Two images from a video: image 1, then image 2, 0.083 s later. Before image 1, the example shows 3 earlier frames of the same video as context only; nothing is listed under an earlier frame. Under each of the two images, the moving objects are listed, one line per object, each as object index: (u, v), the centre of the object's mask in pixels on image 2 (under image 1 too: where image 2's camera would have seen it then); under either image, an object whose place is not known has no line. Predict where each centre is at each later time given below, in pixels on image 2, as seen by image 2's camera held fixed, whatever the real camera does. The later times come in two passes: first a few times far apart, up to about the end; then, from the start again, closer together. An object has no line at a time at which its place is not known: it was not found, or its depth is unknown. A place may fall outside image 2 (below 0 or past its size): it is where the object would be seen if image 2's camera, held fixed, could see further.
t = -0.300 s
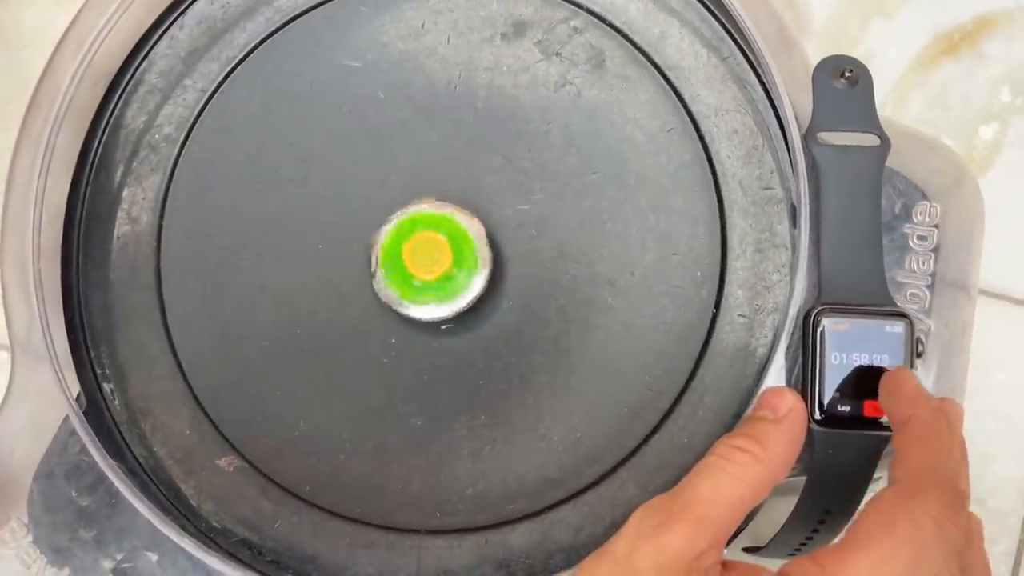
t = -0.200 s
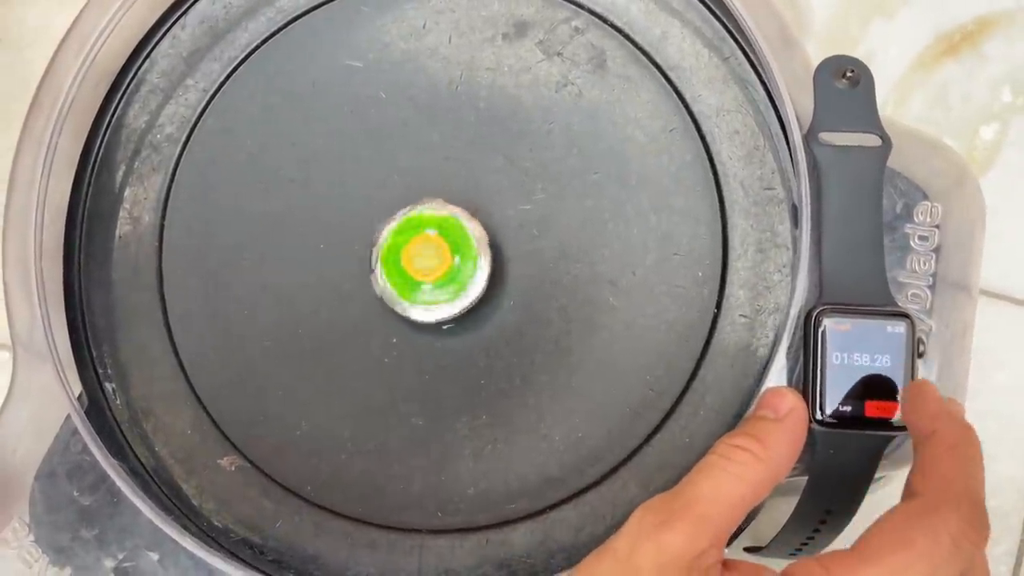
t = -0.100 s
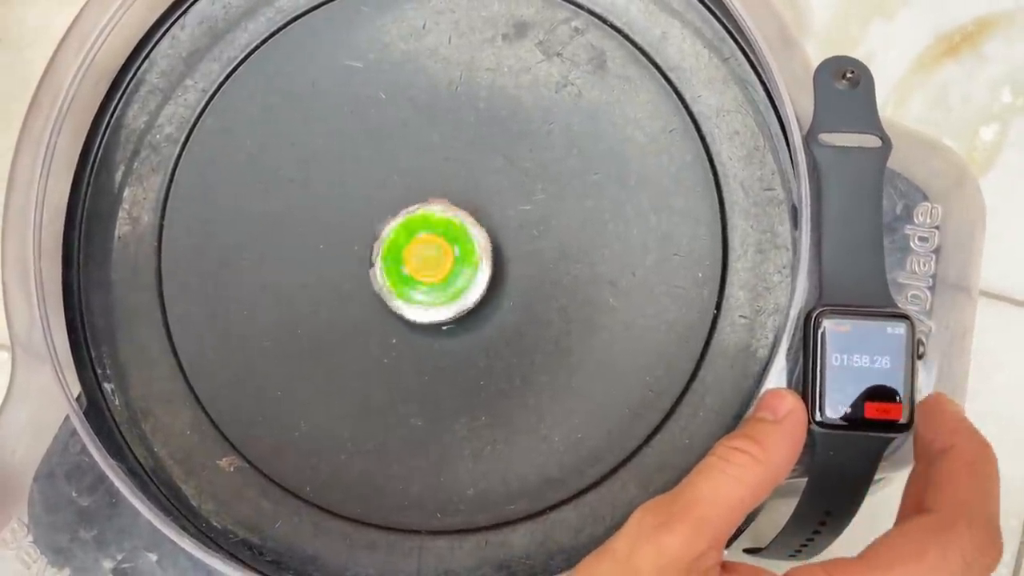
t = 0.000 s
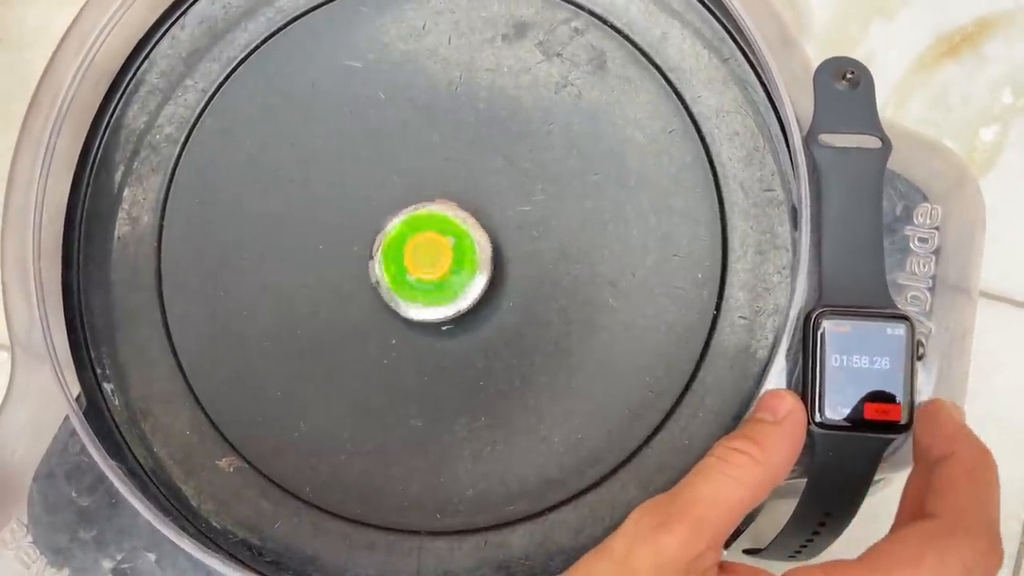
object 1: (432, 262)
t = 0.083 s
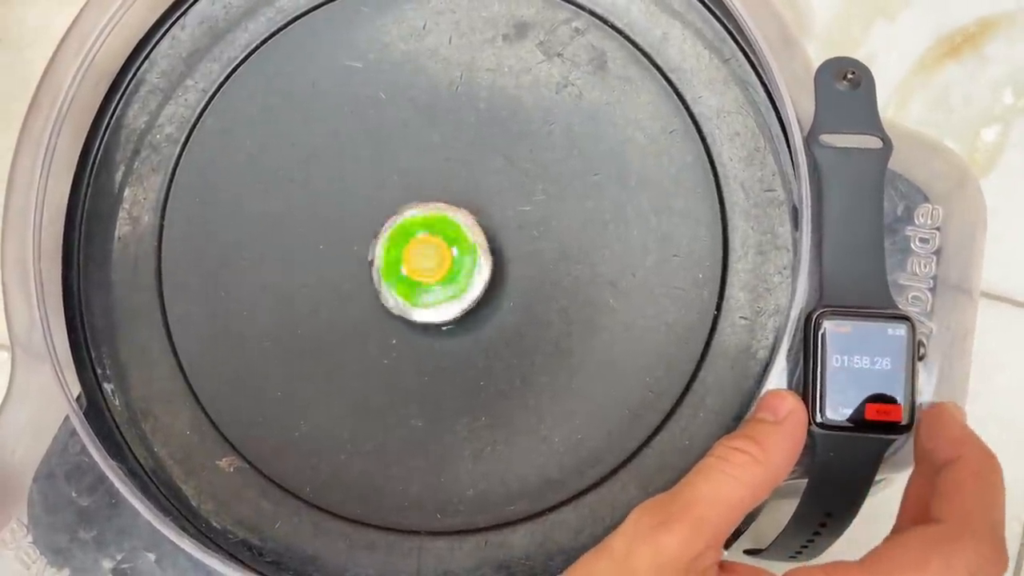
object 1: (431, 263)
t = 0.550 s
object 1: (431, 262)
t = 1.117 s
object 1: (431, 263)
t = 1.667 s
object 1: (429, 262)
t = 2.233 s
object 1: (429, 259)
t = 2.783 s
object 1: (425, 265)
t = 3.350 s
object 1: (435, 258)
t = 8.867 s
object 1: (454, 269)
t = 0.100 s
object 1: (431, 262)
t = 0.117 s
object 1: (431, 262)
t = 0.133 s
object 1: (431, 262)
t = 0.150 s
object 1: (432, 262)
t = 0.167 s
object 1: (432, 263)
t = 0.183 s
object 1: (432, 263)
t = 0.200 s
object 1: (431, 263)
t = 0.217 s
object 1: (431, 263)
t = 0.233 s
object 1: (430, 263)
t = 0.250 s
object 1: (430, 262)
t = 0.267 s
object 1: (431, 262)
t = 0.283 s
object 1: (431, 261)
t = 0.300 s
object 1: (432, 262)
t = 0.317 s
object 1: (432, 263)
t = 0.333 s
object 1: (432, 263)
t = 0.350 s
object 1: (431, 263)
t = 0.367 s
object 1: (431, 263)
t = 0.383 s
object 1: (430, 263)
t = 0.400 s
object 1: (431, 262)
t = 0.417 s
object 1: (431, 262)
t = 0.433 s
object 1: (432, 262)
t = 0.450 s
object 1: (432, 262)
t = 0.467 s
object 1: (432, 263)
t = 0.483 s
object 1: (431, 263)
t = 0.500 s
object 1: (431, 263)
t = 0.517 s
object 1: (431, 263)
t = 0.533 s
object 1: (430, 263)
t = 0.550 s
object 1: (431, 262)
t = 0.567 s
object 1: (431, 262)
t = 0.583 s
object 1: (431, 262)
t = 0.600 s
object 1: (432, 262)
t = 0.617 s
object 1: (432, 263)
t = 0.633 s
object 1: (431, 263)
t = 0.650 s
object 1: (431, 263)
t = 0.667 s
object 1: (430, 263)
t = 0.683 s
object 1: (430, 262)
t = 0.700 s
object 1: (431, 262)
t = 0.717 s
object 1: (431, 261)
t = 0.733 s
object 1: (432, 261)
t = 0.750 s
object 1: (432, 262)
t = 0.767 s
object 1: (432, 263)
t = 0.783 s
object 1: (431, 263)
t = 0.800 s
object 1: (431, 263)
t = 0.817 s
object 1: (431, 263)
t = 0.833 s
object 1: (431, 263)
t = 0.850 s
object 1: (431, 262)
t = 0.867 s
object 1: (431, 262)
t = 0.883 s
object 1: (432, 262)
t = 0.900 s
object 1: (432, 262)
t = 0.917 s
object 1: (432, 263)
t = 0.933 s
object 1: (431, 263)
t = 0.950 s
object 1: (431, 263)
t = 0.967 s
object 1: (430, 263)
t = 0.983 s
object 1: (431, 263)
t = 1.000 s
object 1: (431, 262)
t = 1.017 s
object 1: (431, 261)
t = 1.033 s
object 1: (432, 262)
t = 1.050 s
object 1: (432, 262)
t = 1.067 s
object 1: (432, 262)
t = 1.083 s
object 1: (431, 263)
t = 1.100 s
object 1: (431, 263)
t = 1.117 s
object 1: (431, 263)
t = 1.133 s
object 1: (431, 262)
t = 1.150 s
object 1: (431, 262)
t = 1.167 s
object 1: (432, 262)
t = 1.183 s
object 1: (432, 262)
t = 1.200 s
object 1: (432, 262)
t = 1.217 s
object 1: (432, 263)
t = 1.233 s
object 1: (432, 264)
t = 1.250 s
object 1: (431, 264)
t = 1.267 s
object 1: (431, 263)
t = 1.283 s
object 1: (431, 263)
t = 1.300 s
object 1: (431, 263)
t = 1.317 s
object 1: (431, 262)
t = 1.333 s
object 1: (431, 263)
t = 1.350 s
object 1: (431, 263)
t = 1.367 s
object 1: (431, 263)
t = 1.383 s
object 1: (430, 264)
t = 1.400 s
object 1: (430, 264)
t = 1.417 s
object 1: (430, 263)
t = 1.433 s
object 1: (430, 263)
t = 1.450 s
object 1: (430, 262)
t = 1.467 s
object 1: (430, 262)
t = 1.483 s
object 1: (431, 263)
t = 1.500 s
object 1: (431, 263)
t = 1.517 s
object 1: (430, 264)
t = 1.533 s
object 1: (430, 265)
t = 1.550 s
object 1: (429, 265)
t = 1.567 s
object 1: (429, 264)
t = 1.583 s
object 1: (428, 264)
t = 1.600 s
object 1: (429, 263)
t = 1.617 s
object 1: (429, 263)
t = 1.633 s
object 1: (429, 262)
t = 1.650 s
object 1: (430, 262)
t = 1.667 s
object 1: (429, 262)
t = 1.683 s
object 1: (429, 262)
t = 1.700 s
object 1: (429, 262)
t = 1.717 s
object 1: (428, 262)
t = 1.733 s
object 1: (429, 262)
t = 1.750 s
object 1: (429, 262)
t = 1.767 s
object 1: (429, 262)
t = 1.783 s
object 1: (429, 262)
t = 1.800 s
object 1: (428, 263)
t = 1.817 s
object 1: (427, 263)
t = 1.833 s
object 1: (426, 263)
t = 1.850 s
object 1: (426, 262)
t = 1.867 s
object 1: (426, 261)
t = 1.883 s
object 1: (426, 260)
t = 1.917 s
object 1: (428, 259)
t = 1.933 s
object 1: (428, 259)
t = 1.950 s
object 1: (429, 260)
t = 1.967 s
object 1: (429, 261)
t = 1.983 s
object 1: (429, 262)
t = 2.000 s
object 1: (429, 263)
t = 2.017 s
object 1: (428, 264)
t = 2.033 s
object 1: (428, 264)
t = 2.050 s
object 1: (427, 264)
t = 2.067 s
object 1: (427, 265)
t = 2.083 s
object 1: (427, 264)
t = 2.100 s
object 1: (427, 265)
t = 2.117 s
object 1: (426, 264)
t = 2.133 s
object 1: (425, 264)
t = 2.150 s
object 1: (425, 264)
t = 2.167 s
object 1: (425, 262)
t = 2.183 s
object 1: (425, 261)
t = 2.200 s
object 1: (426, 260)
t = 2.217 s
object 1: (428, 259)
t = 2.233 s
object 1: (429, 259)
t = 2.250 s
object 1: (431, 259)
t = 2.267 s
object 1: (432, 259)
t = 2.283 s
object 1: (432, 260)
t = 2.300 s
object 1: (432, 261)
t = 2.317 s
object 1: (432, 262)
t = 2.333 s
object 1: (432, 263)
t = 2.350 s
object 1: (432, 264)
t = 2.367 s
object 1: (431, 265)
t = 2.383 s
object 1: (431, 266)
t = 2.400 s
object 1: (430, 267)
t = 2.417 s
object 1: (428, 268)
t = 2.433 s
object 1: (427, 268)
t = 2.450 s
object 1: (426, 268)
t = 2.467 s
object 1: (425, 267)
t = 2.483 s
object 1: (425, 265)
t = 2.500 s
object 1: (425, 263)
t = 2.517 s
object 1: (425, 261)
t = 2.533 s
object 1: (426, 260)
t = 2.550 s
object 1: (427, 259)
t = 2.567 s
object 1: (428, 259)
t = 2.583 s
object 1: (429, 259)
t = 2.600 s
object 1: (430, 259)
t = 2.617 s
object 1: (431, 260)
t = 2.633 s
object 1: (432, 260)
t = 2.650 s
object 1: (433, 260)
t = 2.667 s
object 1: (433, 261)
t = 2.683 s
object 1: (433, 262)
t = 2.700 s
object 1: (433, 263)
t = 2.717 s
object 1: (432, 265)
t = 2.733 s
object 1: (430, 266)
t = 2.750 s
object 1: (429, 266)
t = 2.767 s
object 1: (427, 266)
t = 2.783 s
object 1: (425, 265)
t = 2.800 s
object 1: (425, 265)
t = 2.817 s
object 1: (425, 264)
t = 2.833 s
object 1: (424, 262)
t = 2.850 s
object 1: (425, 262)
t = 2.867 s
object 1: (425, 261)
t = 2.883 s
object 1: (425, 260)
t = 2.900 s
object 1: (426, 259)
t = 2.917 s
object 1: (426, 259)
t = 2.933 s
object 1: (427, 258)
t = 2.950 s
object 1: (428, 257)
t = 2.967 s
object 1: (429, 257)
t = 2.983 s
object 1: (431, 258)
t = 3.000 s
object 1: (432, 258)
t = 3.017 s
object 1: (433, 260)
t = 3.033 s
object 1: (433, 262)
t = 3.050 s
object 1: (433, 264)
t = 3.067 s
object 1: (432, 265)
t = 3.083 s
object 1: (431, 266)
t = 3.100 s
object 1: (430, 267)
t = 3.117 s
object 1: (428, 267)
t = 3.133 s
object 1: (427, 267)
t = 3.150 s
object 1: (426, 268)
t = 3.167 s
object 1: (426, 267)
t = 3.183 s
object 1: (424, 266)
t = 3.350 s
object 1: (435, 258)
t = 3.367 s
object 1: (436, 259)
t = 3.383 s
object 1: (437, 260)
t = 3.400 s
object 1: (438, 261)
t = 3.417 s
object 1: (438, 263)
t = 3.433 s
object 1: (437, 265)
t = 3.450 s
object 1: (436, 267)
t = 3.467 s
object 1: (434, 269)
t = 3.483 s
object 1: (431, 271)
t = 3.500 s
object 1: (428, 272)
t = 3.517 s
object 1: (426, 271)
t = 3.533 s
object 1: (424, 270)
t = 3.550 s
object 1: (423, 268)
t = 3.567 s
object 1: (422, 267)
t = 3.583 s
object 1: (421, 265)
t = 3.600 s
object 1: (421, 262)
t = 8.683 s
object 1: (453, 268)
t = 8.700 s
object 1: (454, 268)
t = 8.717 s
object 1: (454, 268)
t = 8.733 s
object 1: (454, 268)
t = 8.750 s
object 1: (454, 269)
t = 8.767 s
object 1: (454, 269)
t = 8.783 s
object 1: (454, 269)
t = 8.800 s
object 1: (454, 269)
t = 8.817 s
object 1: (454, 269)
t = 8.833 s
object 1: (454, 269)
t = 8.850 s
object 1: (454, 269)
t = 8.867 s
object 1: (454, 269)
